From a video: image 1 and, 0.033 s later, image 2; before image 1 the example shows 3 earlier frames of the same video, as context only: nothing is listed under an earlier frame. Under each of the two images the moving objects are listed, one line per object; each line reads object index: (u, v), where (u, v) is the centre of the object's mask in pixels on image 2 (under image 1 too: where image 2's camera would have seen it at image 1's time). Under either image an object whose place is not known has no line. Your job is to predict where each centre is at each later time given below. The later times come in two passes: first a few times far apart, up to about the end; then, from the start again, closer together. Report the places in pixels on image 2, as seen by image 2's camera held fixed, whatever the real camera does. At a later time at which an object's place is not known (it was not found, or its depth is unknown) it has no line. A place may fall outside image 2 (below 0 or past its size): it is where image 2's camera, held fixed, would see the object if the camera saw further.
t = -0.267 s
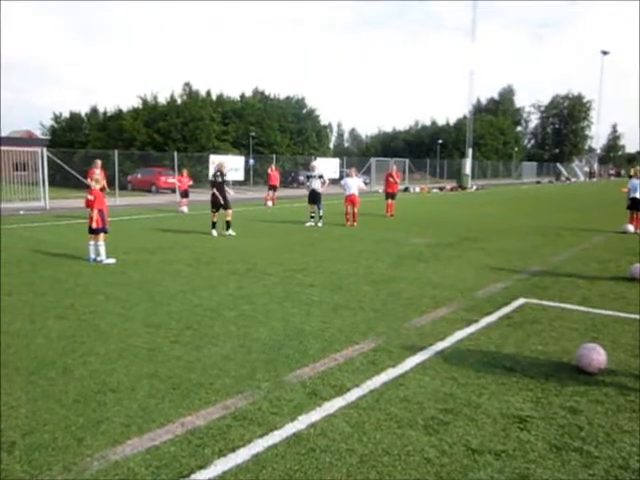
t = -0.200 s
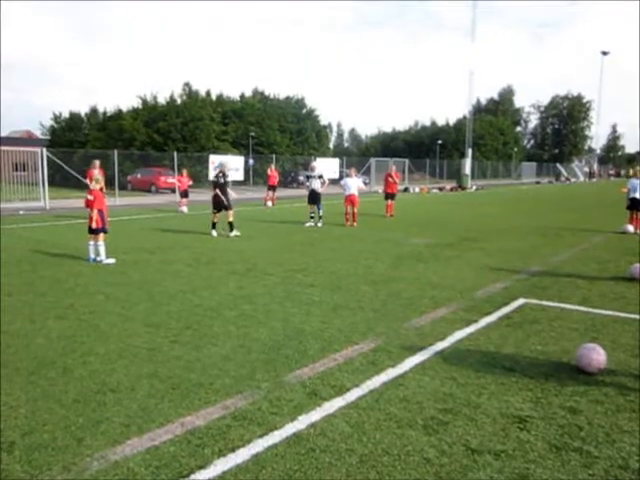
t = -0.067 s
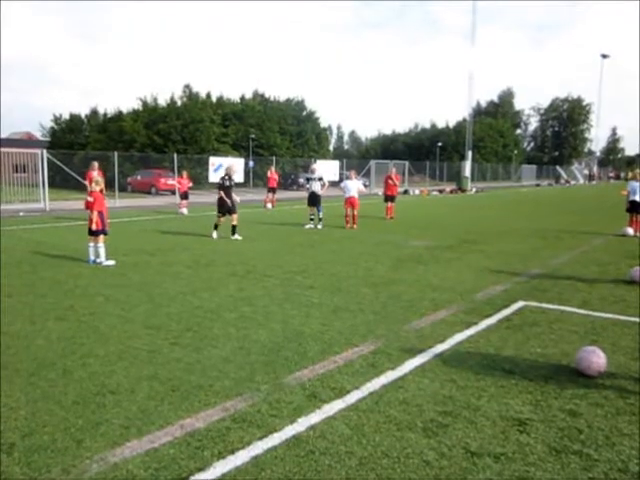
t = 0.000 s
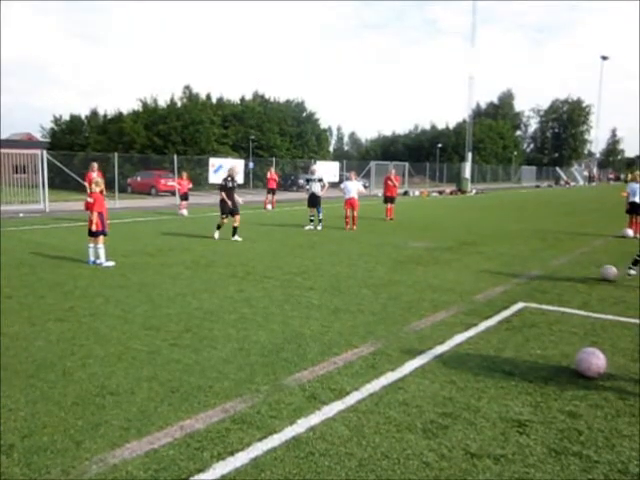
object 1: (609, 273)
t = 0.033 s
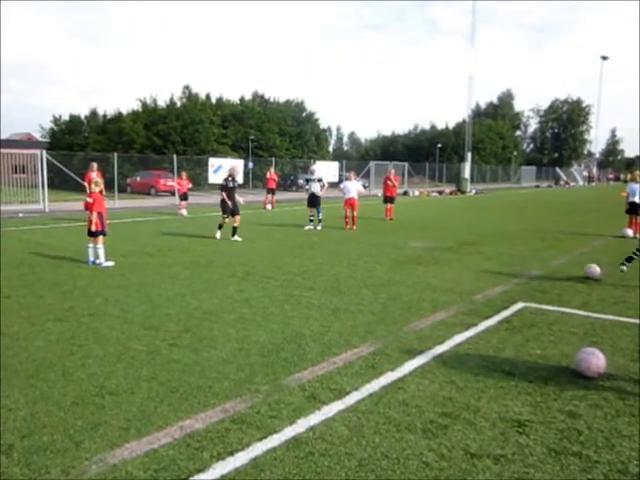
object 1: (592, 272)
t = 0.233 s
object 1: (516, 262)
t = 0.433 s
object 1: (462, 257)
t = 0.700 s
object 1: (404, 250)
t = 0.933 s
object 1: (358, 247)
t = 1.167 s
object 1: (319, 242)
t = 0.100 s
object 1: (563, 267)
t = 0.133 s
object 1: (551, 266)
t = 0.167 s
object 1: (538, 265)
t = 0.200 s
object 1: (526, 264)
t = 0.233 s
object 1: (516, 262)
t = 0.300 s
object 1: (496, 261)
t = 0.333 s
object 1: (487, 259)
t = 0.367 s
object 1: (478, 258)
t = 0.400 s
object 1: (470, 258)
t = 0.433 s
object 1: (462, 257)
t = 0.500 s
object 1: (447, 255)
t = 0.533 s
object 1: (439, 254)
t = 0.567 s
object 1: (432, 253)
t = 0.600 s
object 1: (425, 252)
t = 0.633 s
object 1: (417, 252)
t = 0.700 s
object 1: (404, 250)
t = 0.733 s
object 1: (397, 250)
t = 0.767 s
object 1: (391, 250)
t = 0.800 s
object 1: (384, 249)
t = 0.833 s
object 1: (377, 249)
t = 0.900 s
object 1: (365, 247)
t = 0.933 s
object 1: (358, 247)
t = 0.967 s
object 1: (353, 246)
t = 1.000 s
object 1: (346, 245)
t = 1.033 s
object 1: (341, 245)
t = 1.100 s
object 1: (329, 244)
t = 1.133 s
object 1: (324, 243)
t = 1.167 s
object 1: (319, 242)
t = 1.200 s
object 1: (313, 242)
